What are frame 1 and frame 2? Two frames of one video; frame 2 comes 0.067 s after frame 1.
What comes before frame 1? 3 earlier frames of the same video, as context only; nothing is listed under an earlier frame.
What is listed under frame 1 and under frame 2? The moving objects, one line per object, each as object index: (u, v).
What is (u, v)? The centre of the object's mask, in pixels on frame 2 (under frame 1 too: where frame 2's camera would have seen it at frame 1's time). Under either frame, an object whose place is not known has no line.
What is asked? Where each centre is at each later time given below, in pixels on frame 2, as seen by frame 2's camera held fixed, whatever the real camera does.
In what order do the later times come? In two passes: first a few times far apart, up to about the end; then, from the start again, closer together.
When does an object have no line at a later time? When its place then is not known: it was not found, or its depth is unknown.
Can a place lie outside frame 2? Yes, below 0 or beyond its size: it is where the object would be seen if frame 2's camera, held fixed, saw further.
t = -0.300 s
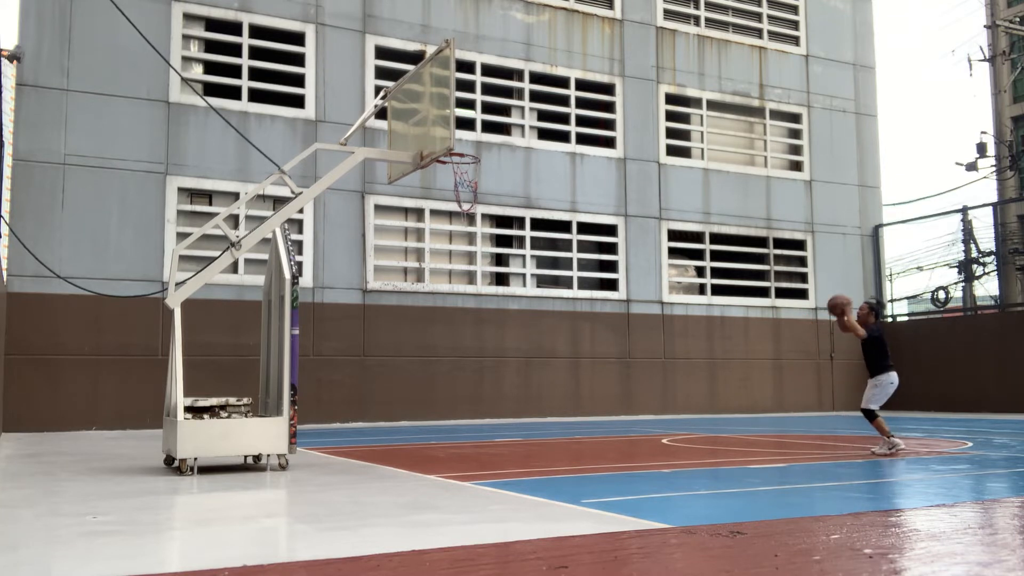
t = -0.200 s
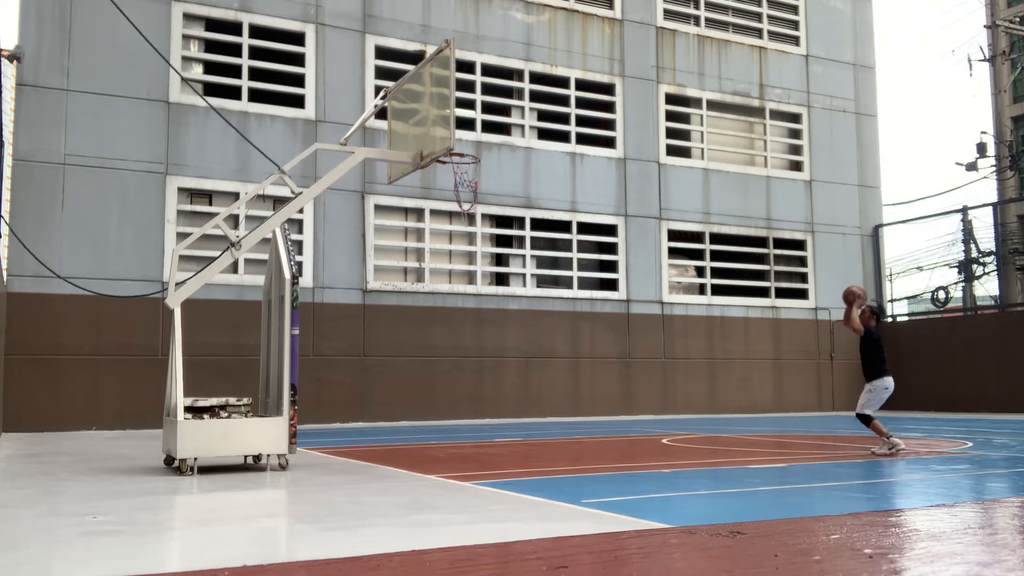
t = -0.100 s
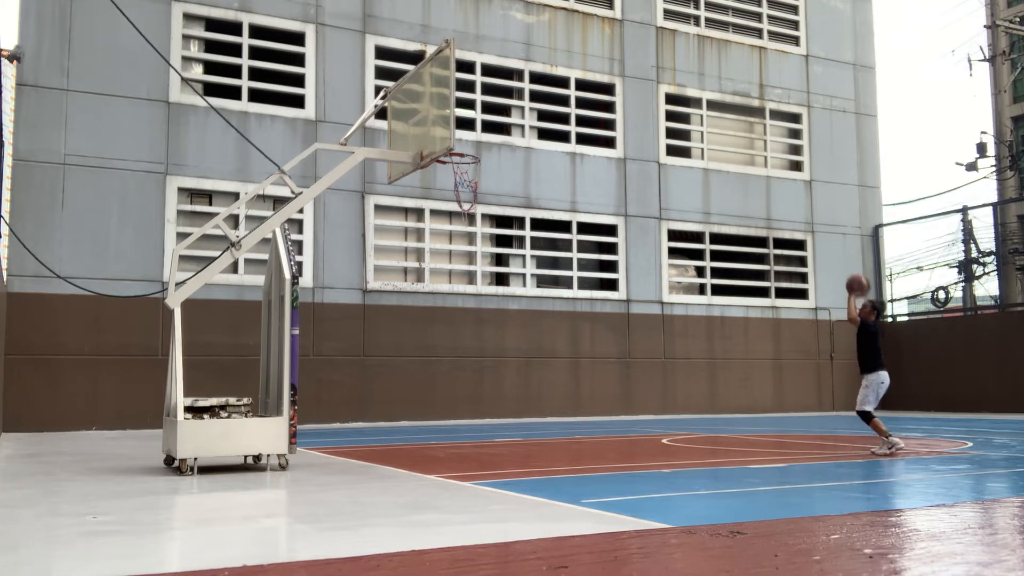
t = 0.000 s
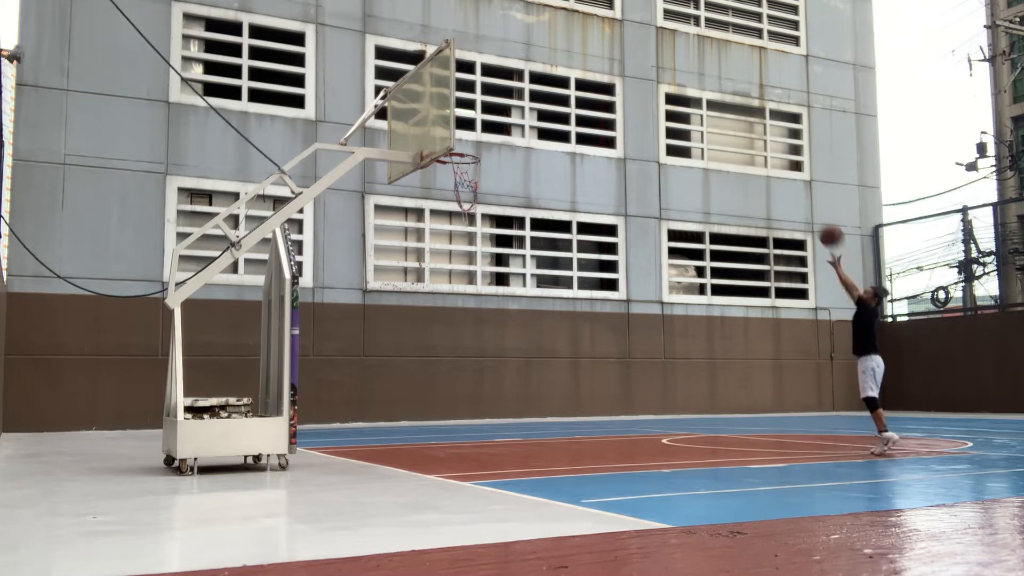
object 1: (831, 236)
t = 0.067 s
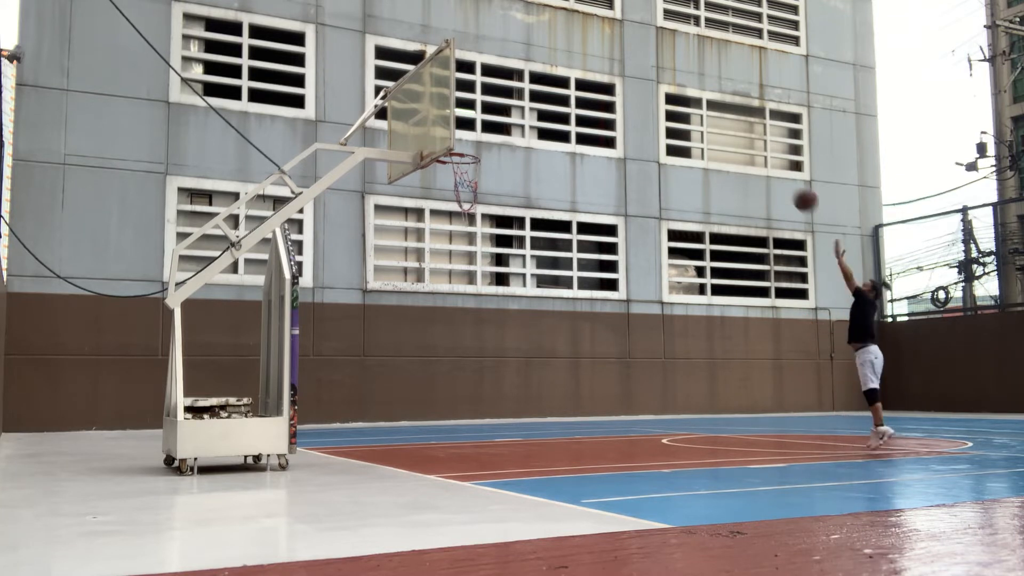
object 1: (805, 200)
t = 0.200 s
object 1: (755, 141)
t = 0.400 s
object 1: (683, 84)
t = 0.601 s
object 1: (613, 63)
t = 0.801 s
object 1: (543, 78)
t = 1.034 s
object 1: (465, 142)
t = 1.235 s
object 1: (428, 229)
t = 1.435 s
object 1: (402, 345)
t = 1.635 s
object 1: (389, 404)
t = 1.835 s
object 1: (402, 300)
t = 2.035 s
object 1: (415, 234)
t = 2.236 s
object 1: (427, 205)
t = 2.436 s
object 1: (440, 209)
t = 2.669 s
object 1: (454, 253)
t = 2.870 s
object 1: (467, 326)
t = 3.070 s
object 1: (477, 429)
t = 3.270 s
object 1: (475, 353)
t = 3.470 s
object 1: (471, 295)
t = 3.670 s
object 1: (467, 270)
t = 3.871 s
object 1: (463, 275)
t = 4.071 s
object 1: (460, 309)
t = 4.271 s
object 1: (456, 371)
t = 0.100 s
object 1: (793, 184)
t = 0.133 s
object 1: (780, 168)
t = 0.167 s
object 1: (768, 155)
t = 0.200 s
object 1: (755, 141)
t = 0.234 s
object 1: (743, 129)
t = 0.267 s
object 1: (731, 117)
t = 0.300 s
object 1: (719, 108)
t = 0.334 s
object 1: (708, 99)
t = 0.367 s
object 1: (695, 92)
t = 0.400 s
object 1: (683, 84)
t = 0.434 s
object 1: (672, 78)
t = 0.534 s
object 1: (636, 66)
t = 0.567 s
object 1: (625, 64)
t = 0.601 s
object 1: (613, 63)
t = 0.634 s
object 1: (602, 63)
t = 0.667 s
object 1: (590, 64)
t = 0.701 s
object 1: (579, 66)
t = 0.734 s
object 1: (567, 69)
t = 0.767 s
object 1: (555, 73)
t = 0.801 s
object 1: (543, 78)
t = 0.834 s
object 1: (533, 84)
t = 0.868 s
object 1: (521, 92)
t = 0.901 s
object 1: (510, 99)
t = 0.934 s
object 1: (498, 109)
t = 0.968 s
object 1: (487, 119)
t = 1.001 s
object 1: (475, 130)
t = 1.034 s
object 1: (465, 142)
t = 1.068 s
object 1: (452, 158)
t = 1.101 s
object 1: (445, 169)
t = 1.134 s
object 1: (441, 182)
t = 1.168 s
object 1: (436, 197)
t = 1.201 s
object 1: (432, 213)
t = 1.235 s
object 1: (428, 229)
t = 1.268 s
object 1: (423, 247)
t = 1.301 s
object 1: (419, 265)
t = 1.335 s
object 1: (415, 283)
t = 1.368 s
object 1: (411, 303)
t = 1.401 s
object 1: (407, 324)
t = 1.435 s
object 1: (402, 345)
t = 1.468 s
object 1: (398, 369)
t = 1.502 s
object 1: (393, 392)
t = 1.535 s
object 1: (389, 415)
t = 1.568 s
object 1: (384, 442)
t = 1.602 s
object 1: (386, 426)
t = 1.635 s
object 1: (389, 404)
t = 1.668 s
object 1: (391, 384)
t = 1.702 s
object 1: (394, 364)
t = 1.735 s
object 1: (395, 346)
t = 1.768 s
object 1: (398, 330)
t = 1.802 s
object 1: (400, 315)
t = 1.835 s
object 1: (402, 300)
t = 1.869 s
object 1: (404, 286)
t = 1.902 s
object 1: (406, 273)
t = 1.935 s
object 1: (409, 262)
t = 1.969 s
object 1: (410, 252)
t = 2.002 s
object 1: (413, 242)
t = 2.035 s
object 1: (415, 234)
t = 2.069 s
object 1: (417, 227)
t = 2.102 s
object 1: (419, 220)
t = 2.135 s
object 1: (421, 215)
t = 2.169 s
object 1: (423, 211)
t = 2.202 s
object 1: (425, 207)
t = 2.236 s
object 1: (427, 205)
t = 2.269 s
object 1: (429, 204)
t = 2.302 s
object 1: (432, 203)
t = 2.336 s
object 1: (434, 203)
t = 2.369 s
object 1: (436, 204)
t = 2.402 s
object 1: (438, 206)
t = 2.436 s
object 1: (440, 209)
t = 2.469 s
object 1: (442, 212)
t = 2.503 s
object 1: (444, 217)
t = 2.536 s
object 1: (446, 222)
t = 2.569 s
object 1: (448, 229)
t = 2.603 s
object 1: (450, 236)
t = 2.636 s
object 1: (452, 244)
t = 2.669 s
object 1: (454, 253)
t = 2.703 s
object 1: (456, 264)
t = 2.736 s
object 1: (459, 274)
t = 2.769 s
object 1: (460, 286)
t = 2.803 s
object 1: (462, 299)
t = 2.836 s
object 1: (464, 313)
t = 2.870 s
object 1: (467, 326)
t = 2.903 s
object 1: (468, 341)
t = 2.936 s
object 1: (470, 356)
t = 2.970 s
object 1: (472, 373)
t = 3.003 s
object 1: (473, 391)
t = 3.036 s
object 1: (475, 409)
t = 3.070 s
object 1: (477, 429)
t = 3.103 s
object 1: (477, 428)
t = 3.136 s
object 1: (477, 411)
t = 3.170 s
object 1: (476, 395)
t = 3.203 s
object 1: (476, 380)
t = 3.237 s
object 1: (475, 366)
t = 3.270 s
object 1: (475, 353)
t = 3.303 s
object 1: (474, 341)
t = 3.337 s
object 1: (474, 330)
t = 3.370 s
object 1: (473, 320)
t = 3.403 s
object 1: (472, 312)
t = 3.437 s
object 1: (472, 303)
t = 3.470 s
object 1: (471, 295)
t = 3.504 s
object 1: (470, 289)
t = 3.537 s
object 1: (469, 283)
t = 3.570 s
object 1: (469, 280)
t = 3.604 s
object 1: (469, 275)
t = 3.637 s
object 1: (468, 273)
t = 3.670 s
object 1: (467, 270)
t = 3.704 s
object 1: (467, 269)
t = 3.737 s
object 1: (466, 269)
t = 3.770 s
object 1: (465, 269)
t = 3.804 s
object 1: (465, 270)
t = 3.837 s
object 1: (464, 272)
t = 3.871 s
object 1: (463, 275)
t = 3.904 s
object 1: (463, 279)
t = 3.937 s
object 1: (462, 283)
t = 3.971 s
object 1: (461, 289)
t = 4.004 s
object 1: (461, 294)
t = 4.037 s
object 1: (461, 301)
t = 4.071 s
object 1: (460, 309)
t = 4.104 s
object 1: (460, 317)
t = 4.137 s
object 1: (459, 326)
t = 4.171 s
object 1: (459, 336)
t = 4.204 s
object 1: (458, 347)
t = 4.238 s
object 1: (457, 358)
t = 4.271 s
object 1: (456, 371)
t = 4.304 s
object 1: (455, 384)
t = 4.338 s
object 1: (455, 398)
